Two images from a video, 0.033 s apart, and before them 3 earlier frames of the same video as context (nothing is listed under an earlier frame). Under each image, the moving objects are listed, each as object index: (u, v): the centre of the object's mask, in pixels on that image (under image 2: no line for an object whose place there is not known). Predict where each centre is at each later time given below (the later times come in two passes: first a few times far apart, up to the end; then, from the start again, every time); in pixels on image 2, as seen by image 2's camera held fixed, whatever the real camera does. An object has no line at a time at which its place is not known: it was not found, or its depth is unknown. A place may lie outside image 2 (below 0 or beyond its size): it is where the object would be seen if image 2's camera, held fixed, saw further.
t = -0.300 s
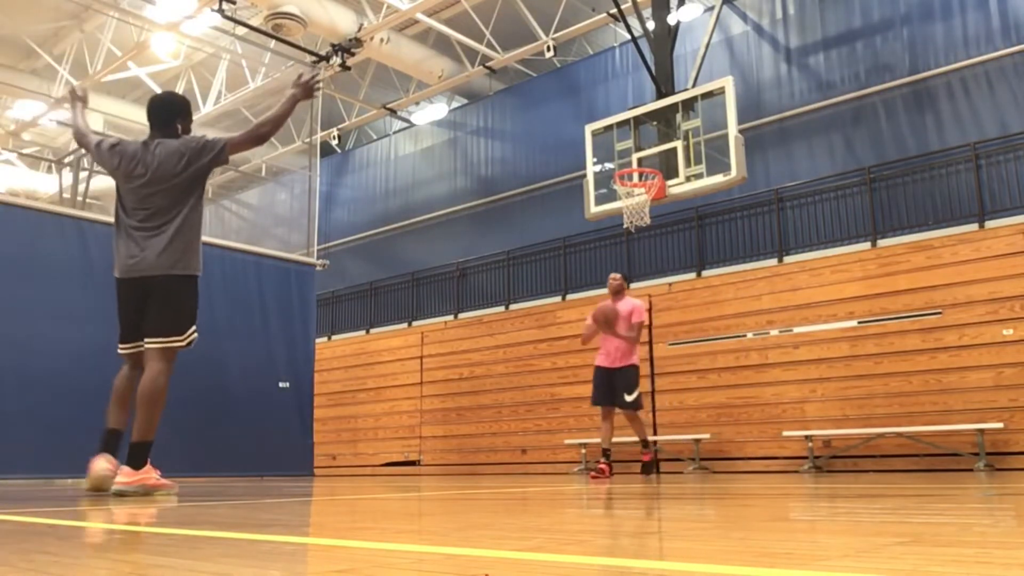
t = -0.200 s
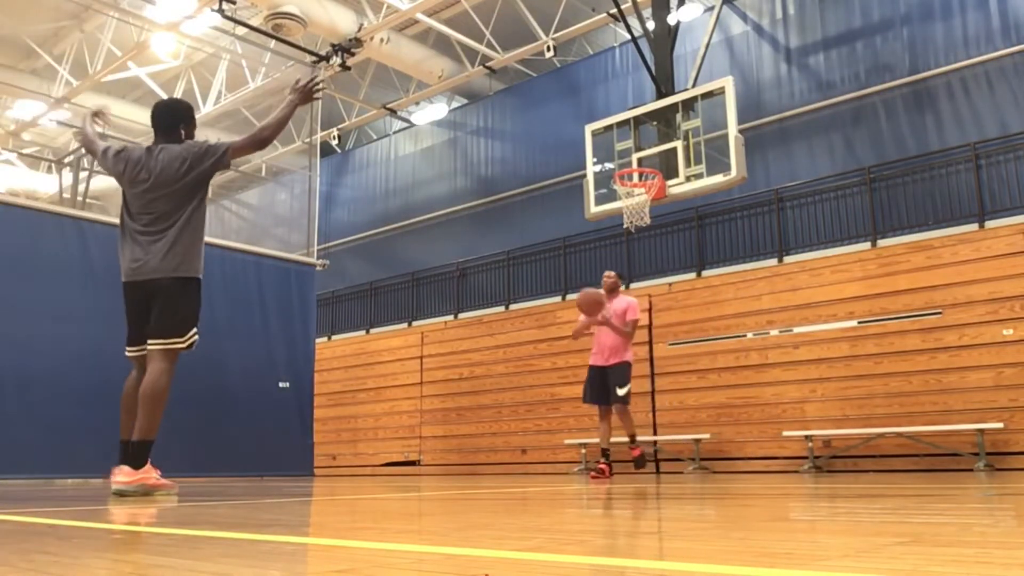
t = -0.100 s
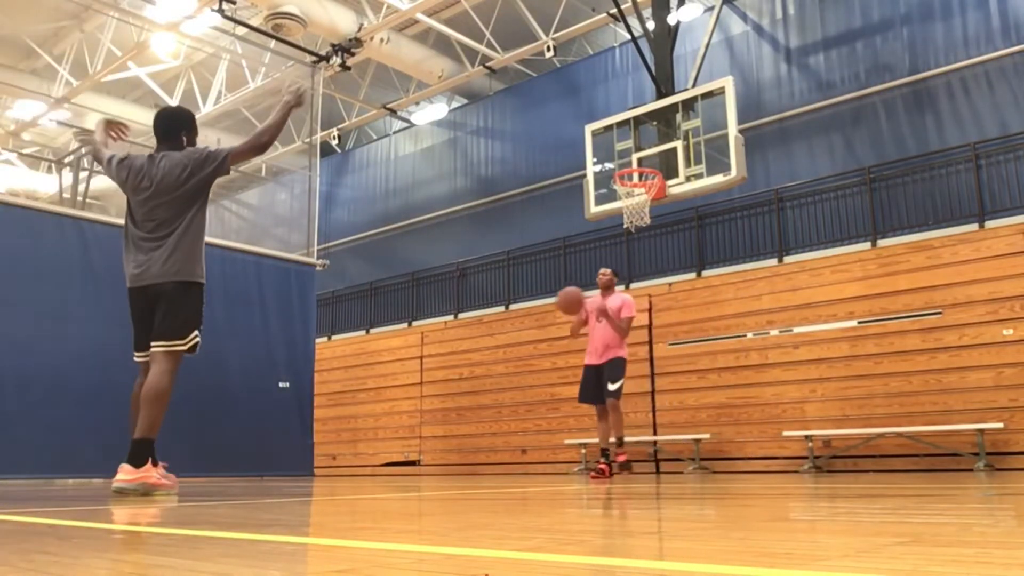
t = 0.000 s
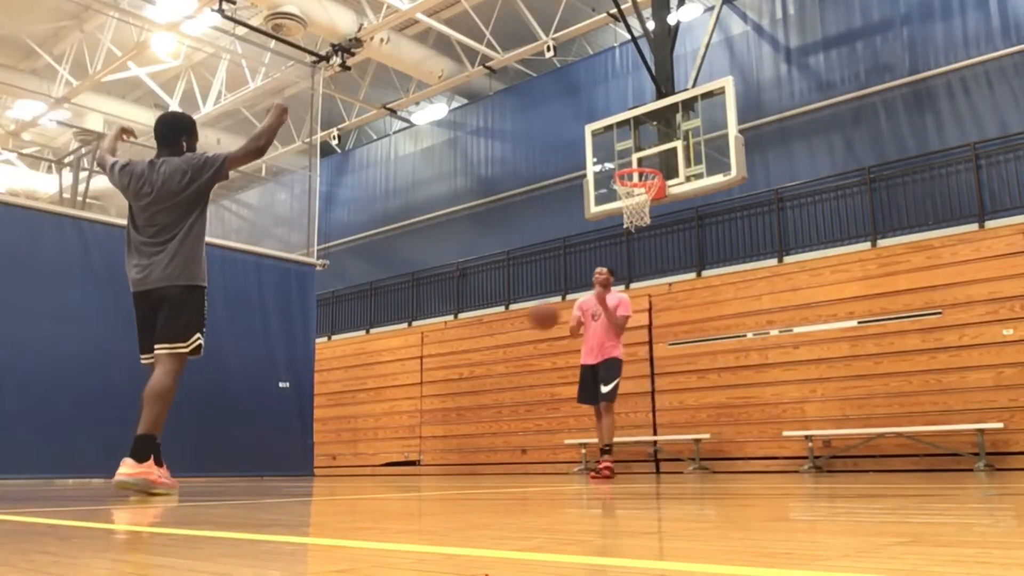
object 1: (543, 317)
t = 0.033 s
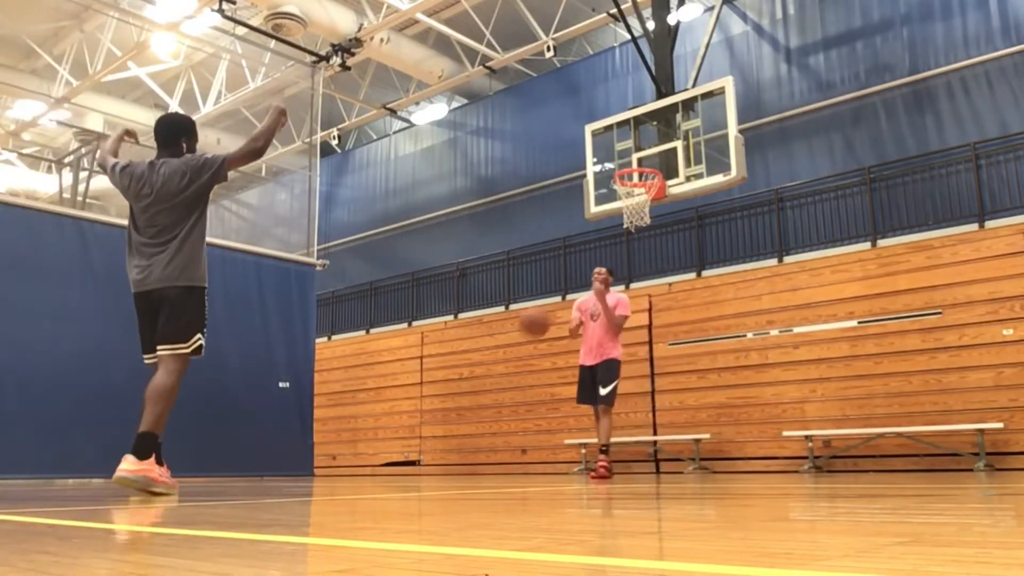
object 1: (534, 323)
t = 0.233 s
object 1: (474, 405)
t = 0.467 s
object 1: (415, 392)
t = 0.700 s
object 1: (369, 325)
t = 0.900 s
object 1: (327, 335)
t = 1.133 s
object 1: (269, 432)
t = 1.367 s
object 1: (208, 384)
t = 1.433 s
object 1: (190, 366)
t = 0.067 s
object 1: (525, 331)
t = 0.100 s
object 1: (515, 343)
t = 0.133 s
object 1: (505, 356)
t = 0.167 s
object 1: (494, 372)
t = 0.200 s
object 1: (485, 387)
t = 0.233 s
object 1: (474, 405)
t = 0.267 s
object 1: (463, 424)
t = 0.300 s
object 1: (451, 449)
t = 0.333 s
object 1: (440, 462)
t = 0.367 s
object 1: (433, 443)
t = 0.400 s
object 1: (427, 426)
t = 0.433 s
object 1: (422, 409)
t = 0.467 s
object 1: (415, 392)
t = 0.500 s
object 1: (409, 378)
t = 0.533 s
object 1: (402, 364)
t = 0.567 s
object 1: (396, 353)
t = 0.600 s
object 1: (389, 344)
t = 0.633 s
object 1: (383, 336)
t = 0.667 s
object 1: (376, 330)
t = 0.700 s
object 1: (369, 325)
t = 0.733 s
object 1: (362, 323)
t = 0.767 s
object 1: (356, 322)
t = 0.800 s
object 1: (349, 323)
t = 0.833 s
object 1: (341, 325)
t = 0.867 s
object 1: (335, 329)
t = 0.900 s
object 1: (327, 335)
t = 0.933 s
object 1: (319, 343)
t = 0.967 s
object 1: (311, 354)
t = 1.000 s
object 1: (303, 366)
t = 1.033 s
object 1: (295, 379)
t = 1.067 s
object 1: (286, 394)
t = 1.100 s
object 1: (278, 413)
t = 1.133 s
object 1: (269, 432)
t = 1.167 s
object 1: (261, 453)
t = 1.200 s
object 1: (250, 458)
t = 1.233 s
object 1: (242, 441)
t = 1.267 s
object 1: (234, 424)
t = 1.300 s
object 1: (226, 409)
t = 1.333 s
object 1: (217, 396)
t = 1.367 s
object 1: (208, 384)
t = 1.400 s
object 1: (199, 374)
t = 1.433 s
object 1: (190, 366)
